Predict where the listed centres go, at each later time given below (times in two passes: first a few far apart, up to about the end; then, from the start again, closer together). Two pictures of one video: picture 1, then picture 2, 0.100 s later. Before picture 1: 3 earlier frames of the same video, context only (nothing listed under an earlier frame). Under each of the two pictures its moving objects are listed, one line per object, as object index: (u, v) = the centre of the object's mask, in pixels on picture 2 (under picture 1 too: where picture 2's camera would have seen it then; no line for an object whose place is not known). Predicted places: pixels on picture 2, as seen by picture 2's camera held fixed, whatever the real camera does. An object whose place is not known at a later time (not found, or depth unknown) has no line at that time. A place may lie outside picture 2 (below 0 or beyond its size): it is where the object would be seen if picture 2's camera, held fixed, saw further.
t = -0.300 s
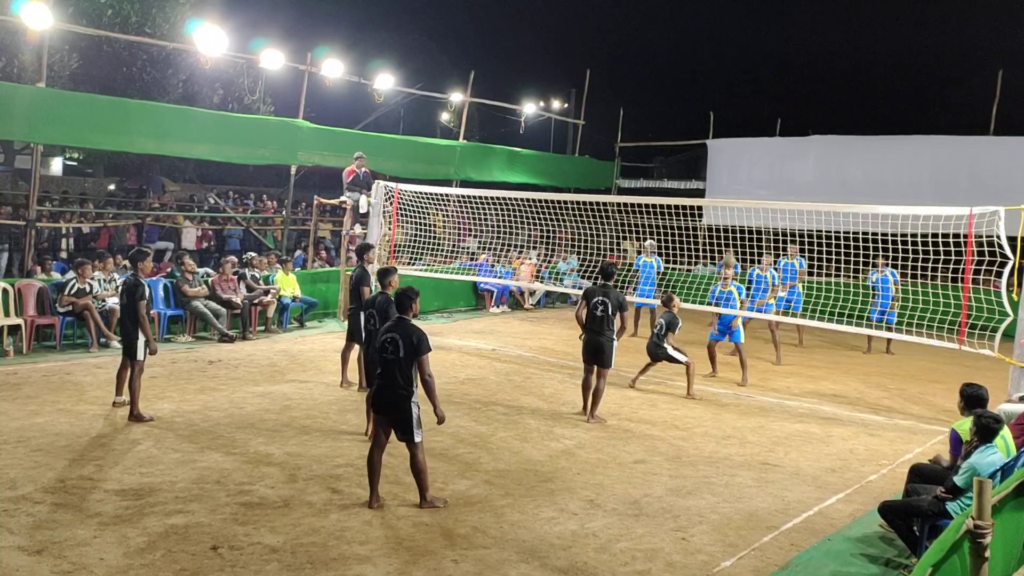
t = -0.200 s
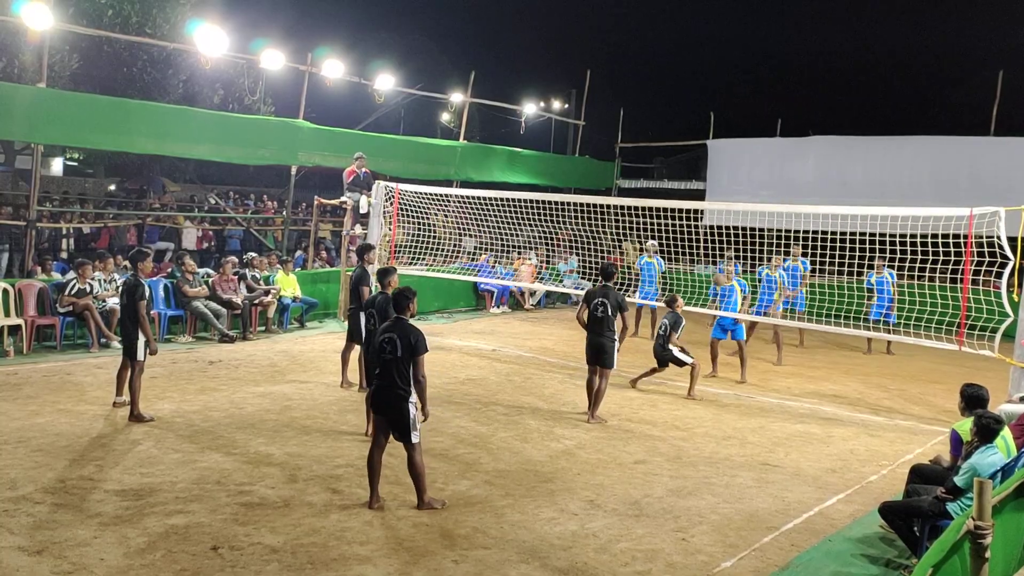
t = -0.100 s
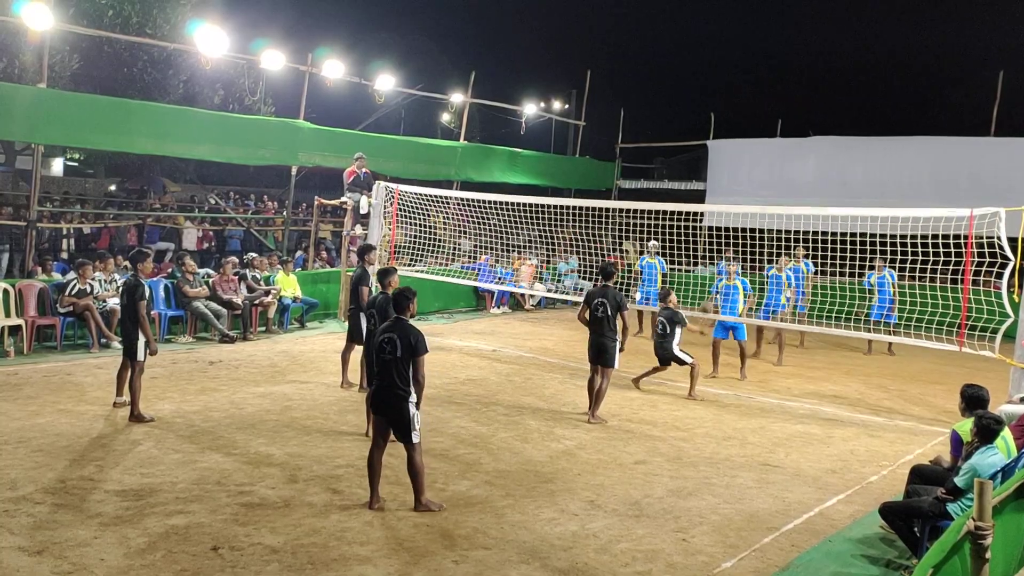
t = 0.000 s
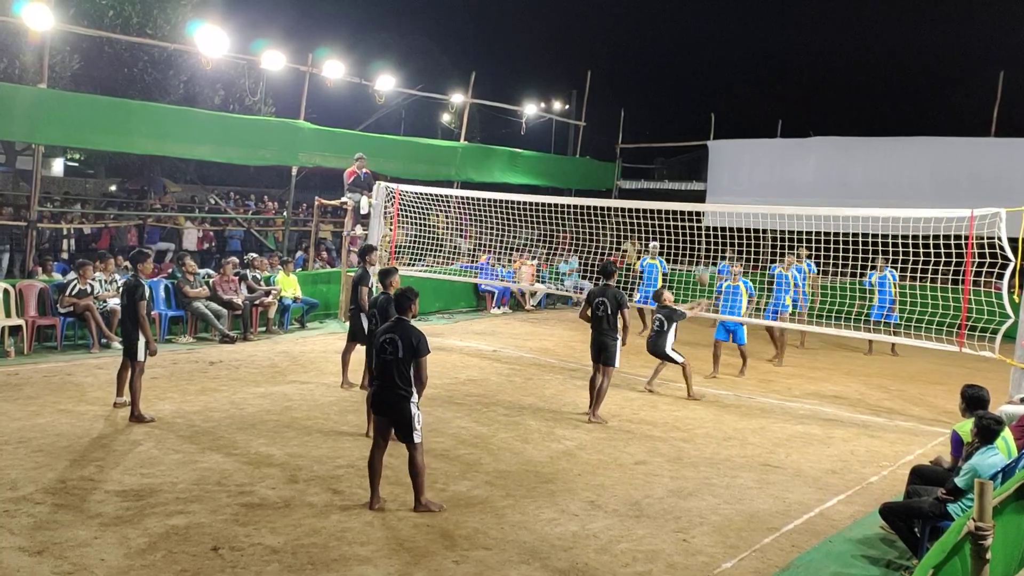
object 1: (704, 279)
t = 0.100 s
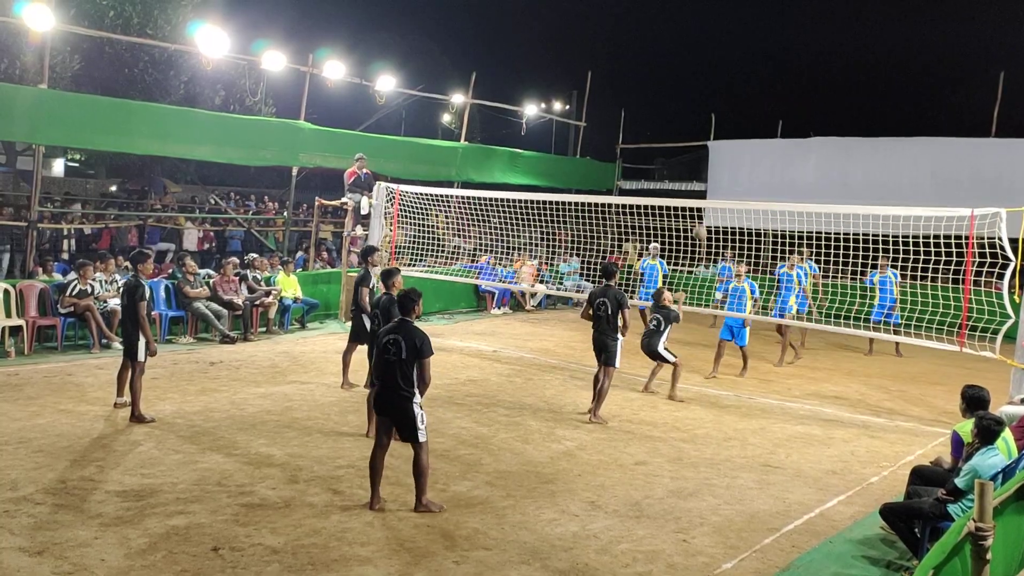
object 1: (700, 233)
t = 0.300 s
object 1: (692, 164)
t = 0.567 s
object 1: (676, 117)
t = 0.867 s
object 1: (651, 137)
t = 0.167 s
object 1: (697, 207)
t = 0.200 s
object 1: (696, 195)
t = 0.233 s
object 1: (695, 184)
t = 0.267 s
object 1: (693, 174)
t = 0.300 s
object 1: (692, 164)
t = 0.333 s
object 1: (690, 155)
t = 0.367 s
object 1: (688, 147)
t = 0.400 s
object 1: (686, 139)
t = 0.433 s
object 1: (684, 134)
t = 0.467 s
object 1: (682, 129)
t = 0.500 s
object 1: (680, 124)
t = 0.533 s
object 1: (678, 120)
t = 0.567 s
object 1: (676, 117)
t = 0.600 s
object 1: (673, 115)
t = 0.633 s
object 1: (670, 115)
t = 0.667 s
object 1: (668, 115)
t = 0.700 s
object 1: (665, 117)
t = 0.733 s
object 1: (662, 119)
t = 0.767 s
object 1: (660, 122)
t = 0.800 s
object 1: (657, 126)
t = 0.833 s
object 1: (654, 131)
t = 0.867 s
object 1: (651, 137)
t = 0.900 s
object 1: (647, 144)
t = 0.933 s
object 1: (644, 153)
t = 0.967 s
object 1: (641, 163)
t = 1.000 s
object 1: (637, 173)
